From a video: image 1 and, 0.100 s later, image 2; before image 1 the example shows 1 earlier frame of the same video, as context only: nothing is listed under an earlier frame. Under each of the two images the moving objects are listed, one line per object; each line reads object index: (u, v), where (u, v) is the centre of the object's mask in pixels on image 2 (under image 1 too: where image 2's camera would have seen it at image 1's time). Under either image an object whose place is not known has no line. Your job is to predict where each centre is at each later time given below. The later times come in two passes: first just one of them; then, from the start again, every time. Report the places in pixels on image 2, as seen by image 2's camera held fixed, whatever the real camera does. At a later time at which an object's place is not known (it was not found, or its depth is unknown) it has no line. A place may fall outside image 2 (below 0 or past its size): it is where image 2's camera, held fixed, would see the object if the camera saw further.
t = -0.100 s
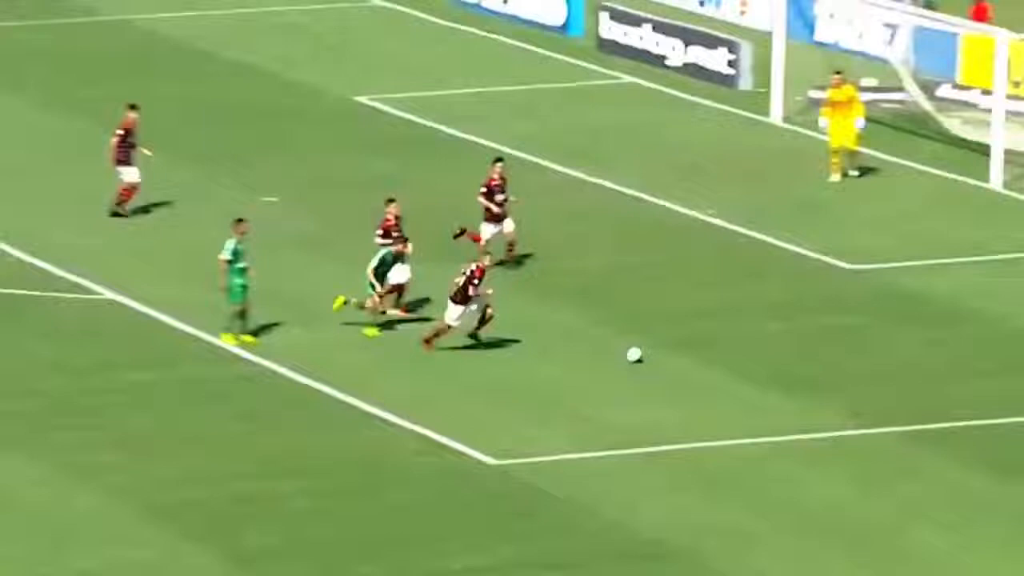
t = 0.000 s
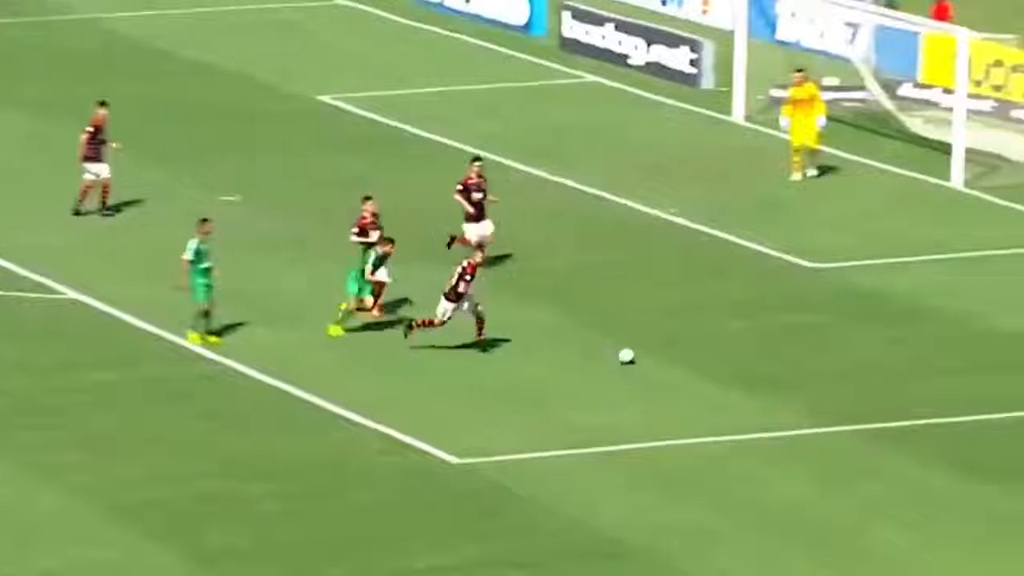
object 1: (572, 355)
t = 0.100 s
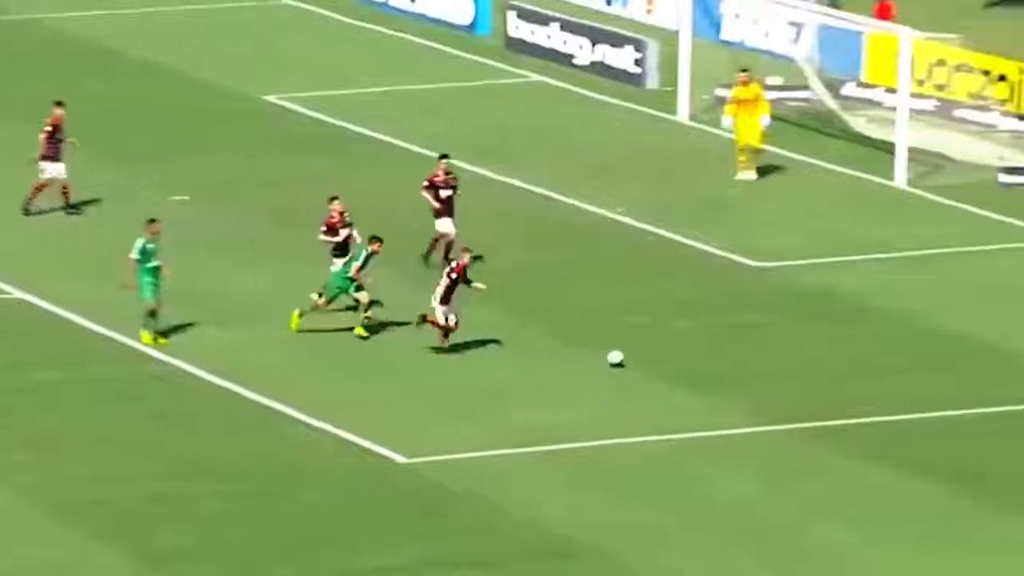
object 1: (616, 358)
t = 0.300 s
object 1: (703, 365)
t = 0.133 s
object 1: (631, 361)
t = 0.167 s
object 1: (646, 363)
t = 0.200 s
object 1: (659, 363)
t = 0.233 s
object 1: (674, 363)
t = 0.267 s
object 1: (688, 364)
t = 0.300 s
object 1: (703, 365)
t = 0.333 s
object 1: (717, 367)
